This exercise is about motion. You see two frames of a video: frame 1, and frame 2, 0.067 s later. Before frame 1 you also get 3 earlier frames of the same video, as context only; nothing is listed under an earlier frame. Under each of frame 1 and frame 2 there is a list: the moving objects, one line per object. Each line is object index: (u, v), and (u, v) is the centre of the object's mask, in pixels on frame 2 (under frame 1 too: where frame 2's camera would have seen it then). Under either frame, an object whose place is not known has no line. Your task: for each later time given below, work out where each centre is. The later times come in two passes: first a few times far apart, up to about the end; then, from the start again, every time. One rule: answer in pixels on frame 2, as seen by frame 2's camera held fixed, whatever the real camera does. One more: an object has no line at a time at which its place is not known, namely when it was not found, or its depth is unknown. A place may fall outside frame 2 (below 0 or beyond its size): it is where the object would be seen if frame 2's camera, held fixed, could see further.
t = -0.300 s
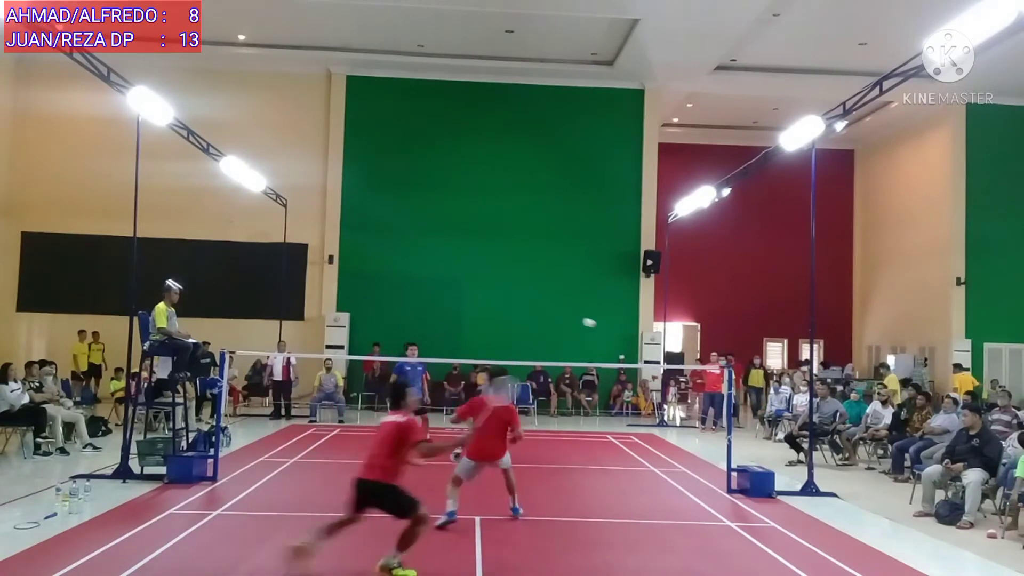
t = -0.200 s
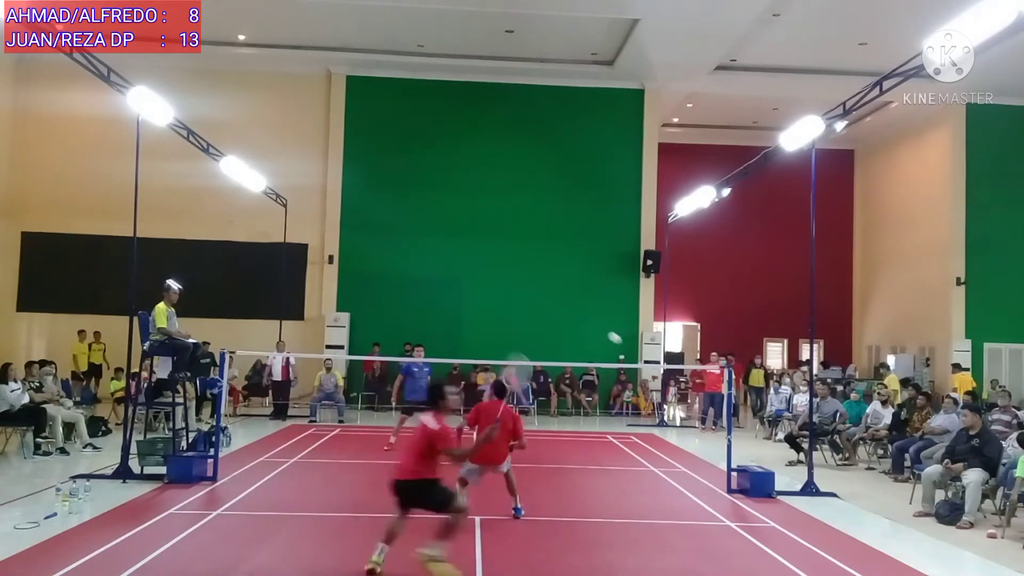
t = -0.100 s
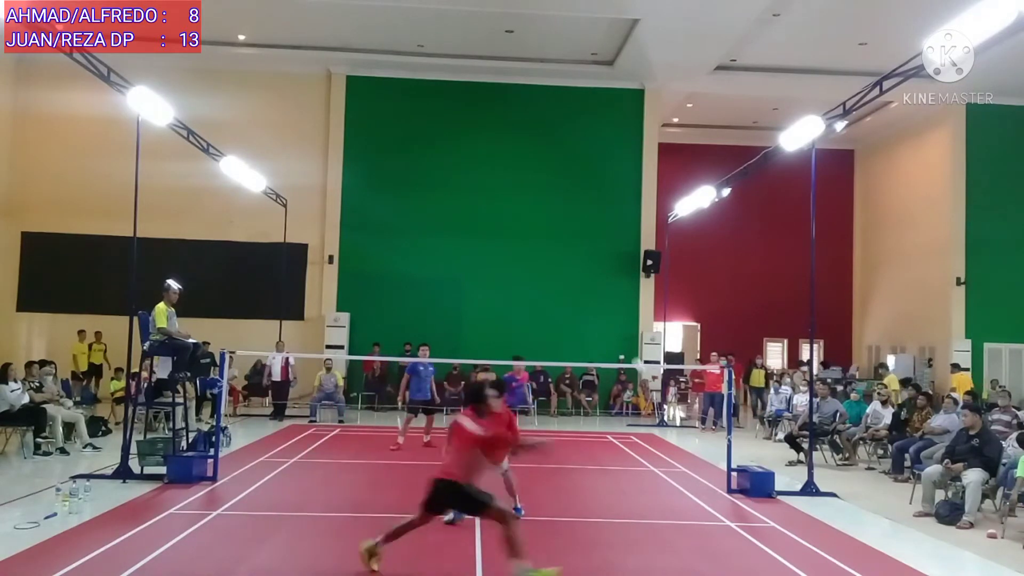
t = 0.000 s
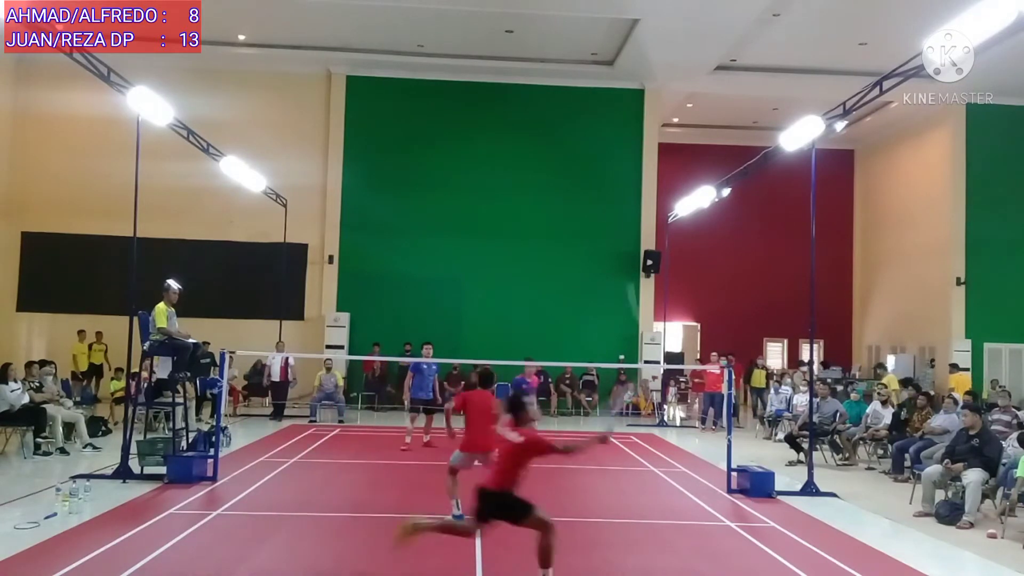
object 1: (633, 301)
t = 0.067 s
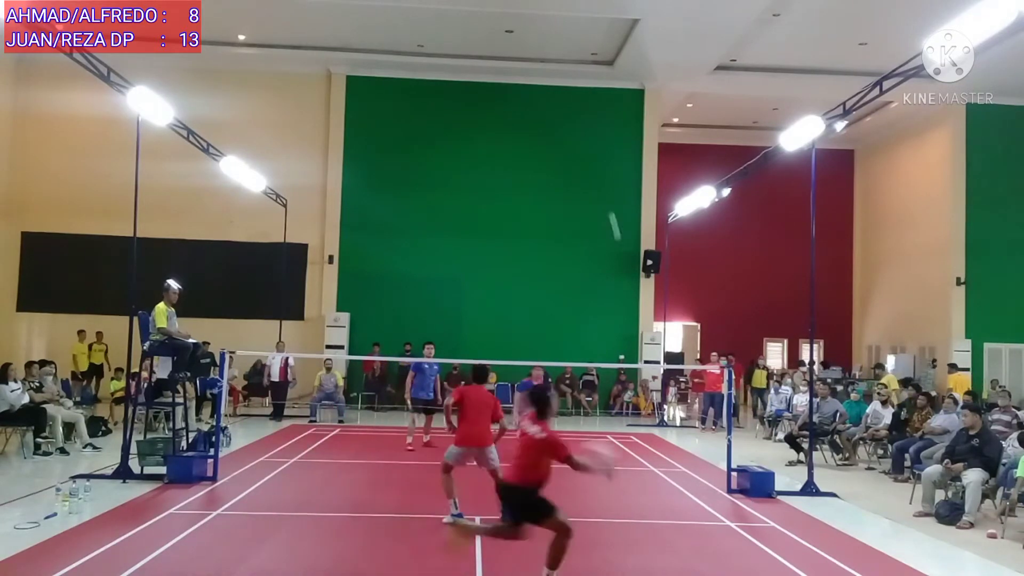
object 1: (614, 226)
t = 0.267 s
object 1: (592, 154)
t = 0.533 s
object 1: (584, 149)
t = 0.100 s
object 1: (608, 203)
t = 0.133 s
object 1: (604, 187)
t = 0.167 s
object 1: (600, 175)
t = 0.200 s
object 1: (597, 166)
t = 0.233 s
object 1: (595, 159)
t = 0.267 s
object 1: (592, 154)
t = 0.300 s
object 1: (590, 150)
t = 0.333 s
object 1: (589, 147)
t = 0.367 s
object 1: (588, 146)
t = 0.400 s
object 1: (586, 146)
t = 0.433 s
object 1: (585, 146)
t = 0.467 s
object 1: (585, 146)
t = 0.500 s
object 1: (584, 148)
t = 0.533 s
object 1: (584, 149)
